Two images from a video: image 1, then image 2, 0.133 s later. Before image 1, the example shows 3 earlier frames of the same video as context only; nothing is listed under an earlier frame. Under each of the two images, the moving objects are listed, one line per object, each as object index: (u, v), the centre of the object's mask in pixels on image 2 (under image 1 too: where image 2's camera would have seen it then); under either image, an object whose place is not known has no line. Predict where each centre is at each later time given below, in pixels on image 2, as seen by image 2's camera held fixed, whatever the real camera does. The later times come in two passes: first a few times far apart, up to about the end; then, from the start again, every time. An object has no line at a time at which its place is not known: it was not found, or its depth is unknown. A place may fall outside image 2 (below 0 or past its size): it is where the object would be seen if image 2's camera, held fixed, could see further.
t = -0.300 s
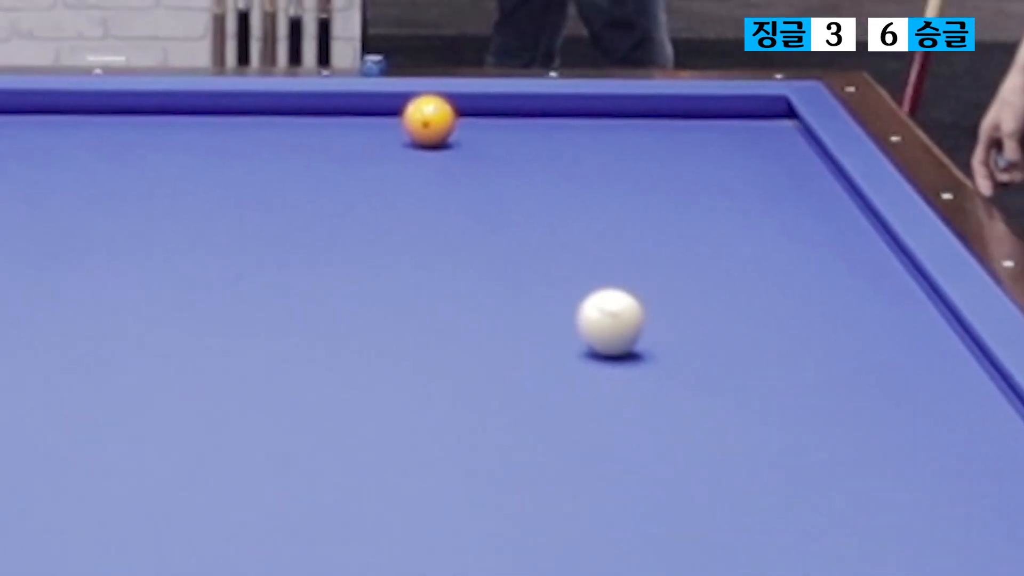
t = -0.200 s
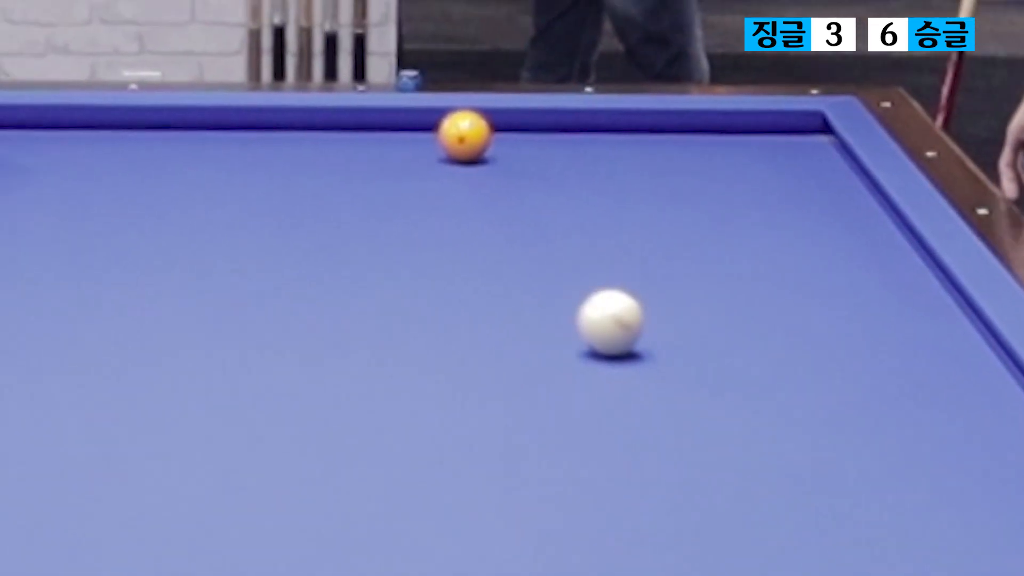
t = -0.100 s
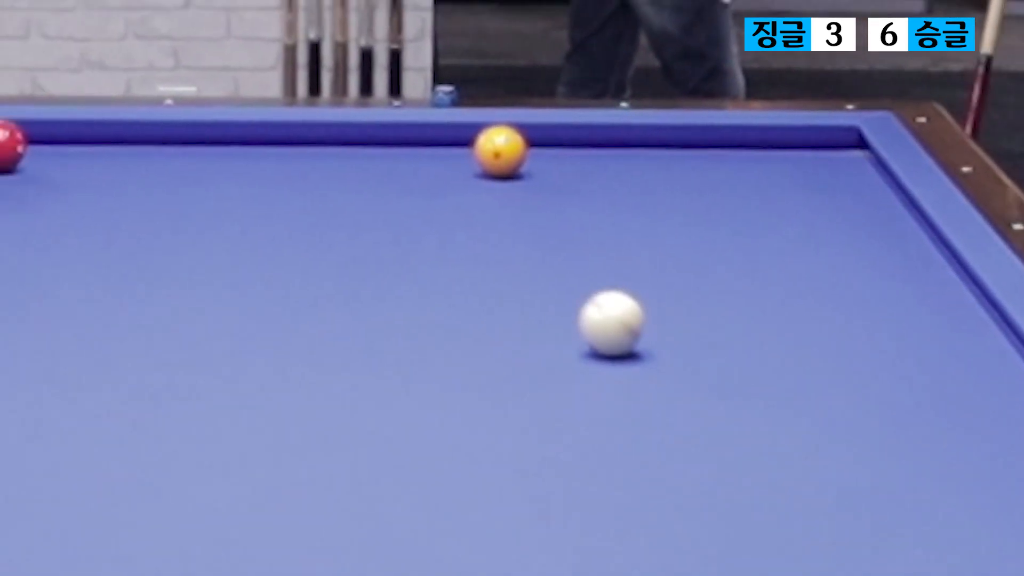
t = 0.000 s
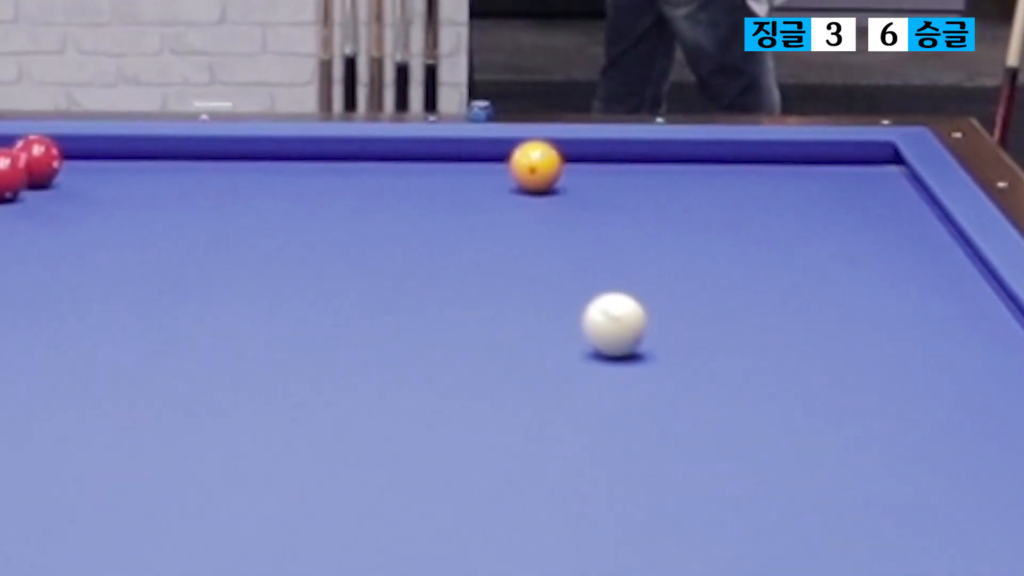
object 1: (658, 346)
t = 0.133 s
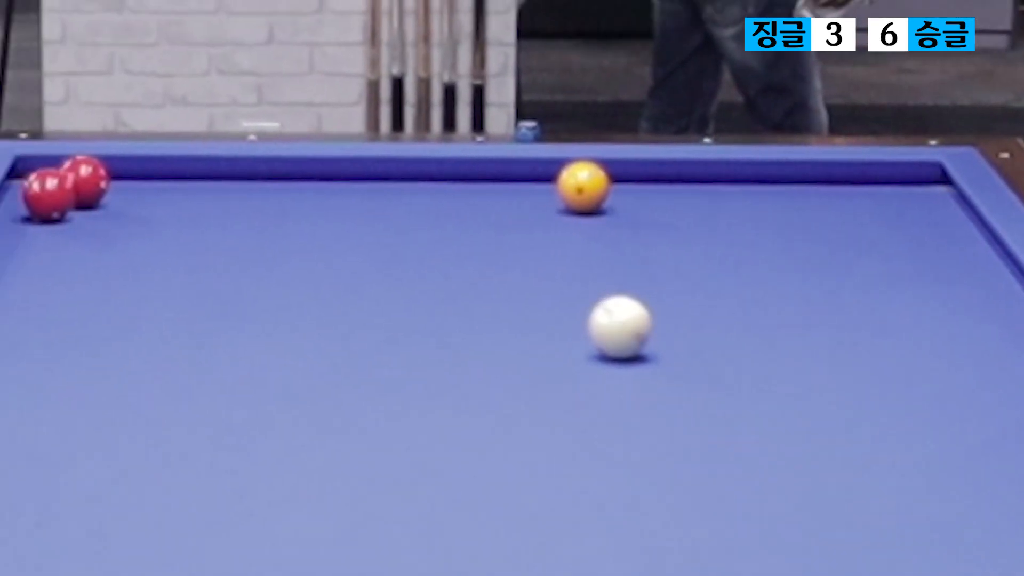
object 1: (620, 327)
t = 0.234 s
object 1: (589, 313)
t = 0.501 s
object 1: (513, 280)
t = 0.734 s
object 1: (452, 255)
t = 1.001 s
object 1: (390, 229)
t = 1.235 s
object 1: (340, 208)
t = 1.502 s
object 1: (287, 187)
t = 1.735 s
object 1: (243, 170)
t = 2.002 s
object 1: (184, 173)
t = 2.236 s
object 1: (138, 182)
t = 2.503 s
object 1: (123, 192)
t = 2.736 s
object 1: (110, 201)
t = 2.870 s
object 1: (102, 206)
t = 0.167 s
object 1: (611, 322)
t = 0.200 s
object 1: (599, 317)
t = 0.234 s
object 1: (589, 313)
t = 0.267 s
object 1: (579, 309)
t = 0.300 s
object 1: (570, 304)
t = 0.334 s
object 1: (559, 300)
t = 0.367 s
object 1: (550, 296)
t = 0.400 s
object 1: (541, 292)
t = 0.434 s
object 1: (531, 287)
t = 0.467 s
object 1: (522, 284)
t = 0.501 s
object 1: (513, 280)
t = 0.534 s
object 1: (504, 276)
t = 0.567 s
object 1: (494, 272)
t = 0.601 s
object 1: (486, 268)
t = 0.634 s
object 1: (476, 265)
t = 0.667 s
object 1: (468, 261)
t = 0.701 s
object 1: (460, 258)
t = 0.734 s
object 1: (452, 255)
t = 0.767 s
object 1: (444, 251)
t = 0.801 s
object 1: (436, 248)
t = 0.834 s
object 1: (428, 245)
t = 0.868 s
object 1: (421, 242)
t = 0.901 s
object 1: (413, 239)
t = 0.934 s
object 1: (405, 235)
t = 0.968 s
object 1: (398, 232)
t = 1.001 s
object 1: (390, 229)
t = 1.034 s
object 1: (383, 226)
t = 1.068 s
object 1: (376, 223)
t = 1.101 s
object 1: (369, 220)
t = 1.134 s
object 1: (362, 217)
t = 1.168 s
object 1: (355, 215)
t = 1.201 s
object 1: (348, 212)
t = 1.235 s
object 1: (340, 208)
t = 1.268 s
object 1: (334, 205)
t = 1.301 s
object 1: (327, 203)
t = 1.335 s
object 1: (320, 200)
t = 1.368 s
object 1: (314, 197)
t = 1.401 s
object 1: (307, 195)
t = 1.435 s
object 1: (300, 192)
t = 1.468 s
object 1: (293, 189)
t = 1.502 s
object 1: (287, 187)
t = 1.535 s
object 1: (281, 184)
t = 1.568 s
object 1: (274, 182)
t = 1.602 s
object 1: (268, 179)
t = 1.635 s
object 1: (261, 177)
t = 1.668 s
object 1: (255, 174)
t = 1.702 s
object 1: (250, 172)
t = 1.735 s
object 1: (243, 170)
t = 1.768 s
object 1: (237, 167)
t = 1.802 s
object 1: (231, 165)
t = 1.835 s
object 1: (224, 165)
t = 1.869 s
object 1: (215, 167)
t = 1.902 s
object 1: (208, 168)
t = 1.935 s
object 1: (200, 170)
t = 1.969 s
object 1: (192, 171)
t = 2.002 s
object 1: (184, 173)
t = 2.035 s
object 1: (176, 174)
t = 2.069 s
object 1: (168, 175)
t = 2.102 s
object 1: (160, 176)
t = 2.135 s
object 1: (153, 178)
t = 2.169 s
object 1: (145, 179)
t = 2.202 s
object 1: (139, 180)
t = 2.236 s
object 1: (138, 182)
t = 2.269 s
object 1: (136, 183)
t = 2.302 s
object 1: (134, 184)
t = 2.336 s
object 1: (132, 186)
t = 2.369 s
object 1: (130, 187)
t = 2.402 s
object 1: (128, 188)
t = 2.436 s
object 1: (127, 189)
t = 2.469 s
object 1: (124, 190)
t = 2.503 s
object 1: (123, 192)
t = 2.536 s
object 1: (121, 193)
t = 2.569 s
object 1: (119, 194)
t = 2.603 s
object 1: (117, 195)
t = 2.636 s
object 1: (115, 197)
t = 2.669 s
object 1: (113, 198)
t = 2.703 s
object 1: (111, 199)
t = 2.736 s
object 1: (110, 201)
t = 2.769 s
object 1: (108, 202)
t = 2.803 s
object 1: (106, 203)
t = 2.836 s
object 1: (104, 205)
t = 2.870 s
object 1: (102, 206)
